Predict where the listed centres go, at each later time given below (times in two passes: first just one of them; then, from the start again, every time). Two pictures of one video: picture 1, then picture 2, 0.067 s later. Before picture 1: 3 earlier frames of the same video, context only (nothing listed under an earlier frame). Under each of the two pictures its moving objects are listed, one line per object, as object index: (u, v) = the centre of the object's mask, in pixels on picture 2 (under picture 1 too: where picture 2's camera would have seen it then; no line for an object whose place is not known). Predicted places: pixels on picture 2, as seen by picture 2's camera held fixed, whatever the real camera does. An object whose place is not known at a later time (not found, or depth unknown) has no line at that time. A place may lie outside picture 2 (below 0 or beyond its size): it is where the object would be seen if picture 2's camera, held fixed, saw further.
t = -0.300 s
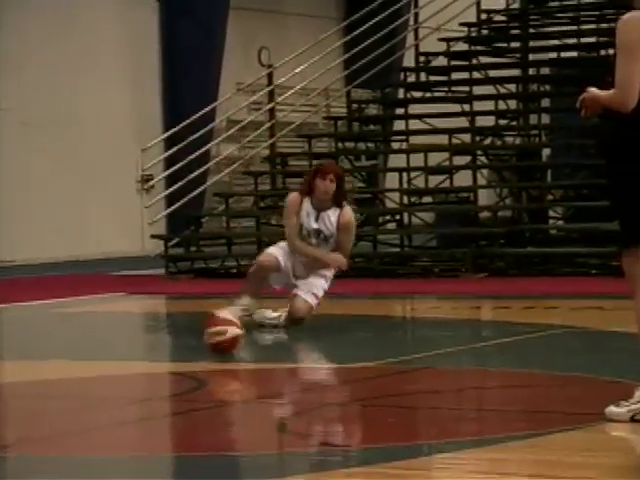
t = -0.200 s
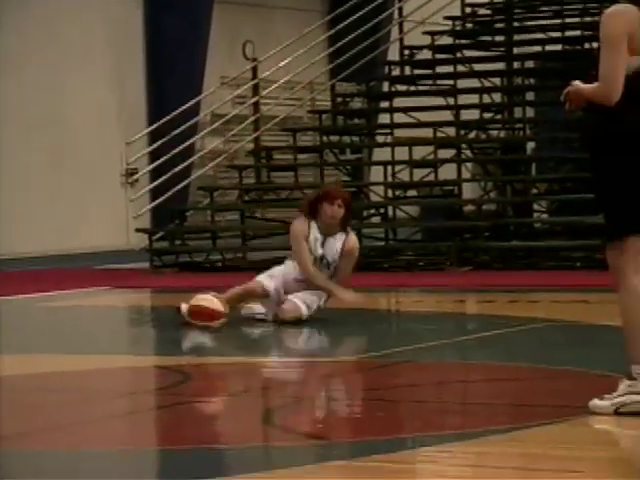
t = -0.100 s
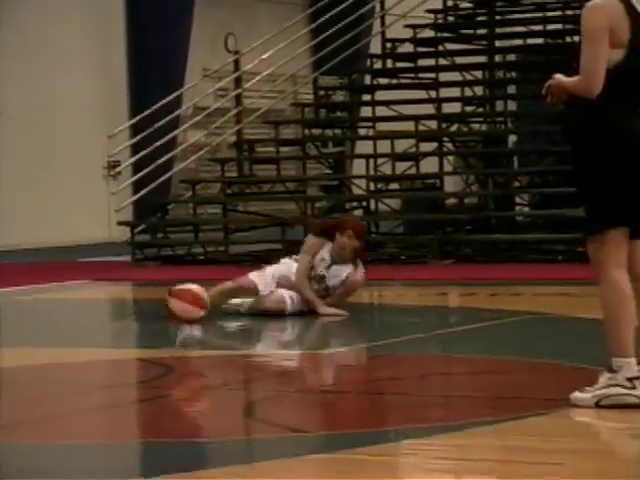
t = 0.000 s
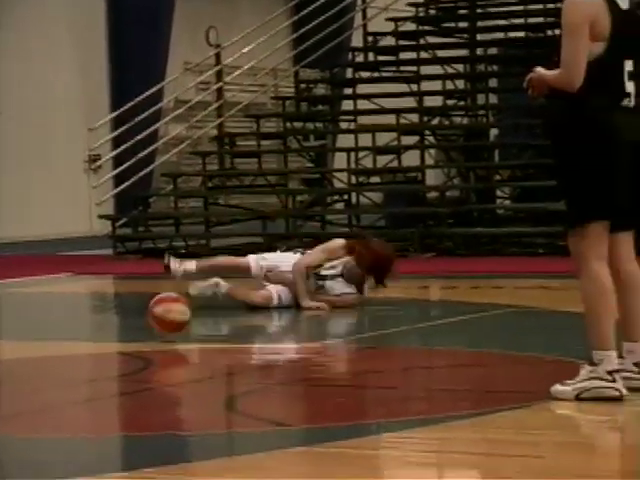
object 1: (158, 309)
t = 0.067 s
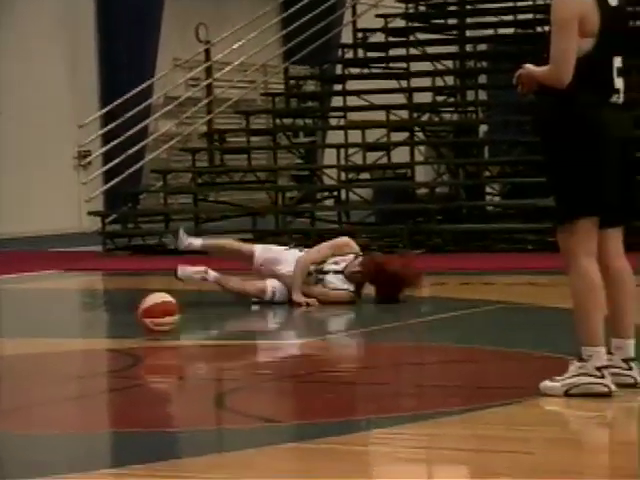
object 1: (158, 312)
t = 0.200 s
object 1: (156, 306)
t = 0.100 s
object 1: (158, 307)
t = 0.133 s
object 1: (156, 305)
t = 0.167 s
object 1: (156, 306)
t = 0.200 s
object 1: (156, 306)
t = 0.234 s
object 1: (155, 309)
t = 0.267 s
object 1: (155, 315)
